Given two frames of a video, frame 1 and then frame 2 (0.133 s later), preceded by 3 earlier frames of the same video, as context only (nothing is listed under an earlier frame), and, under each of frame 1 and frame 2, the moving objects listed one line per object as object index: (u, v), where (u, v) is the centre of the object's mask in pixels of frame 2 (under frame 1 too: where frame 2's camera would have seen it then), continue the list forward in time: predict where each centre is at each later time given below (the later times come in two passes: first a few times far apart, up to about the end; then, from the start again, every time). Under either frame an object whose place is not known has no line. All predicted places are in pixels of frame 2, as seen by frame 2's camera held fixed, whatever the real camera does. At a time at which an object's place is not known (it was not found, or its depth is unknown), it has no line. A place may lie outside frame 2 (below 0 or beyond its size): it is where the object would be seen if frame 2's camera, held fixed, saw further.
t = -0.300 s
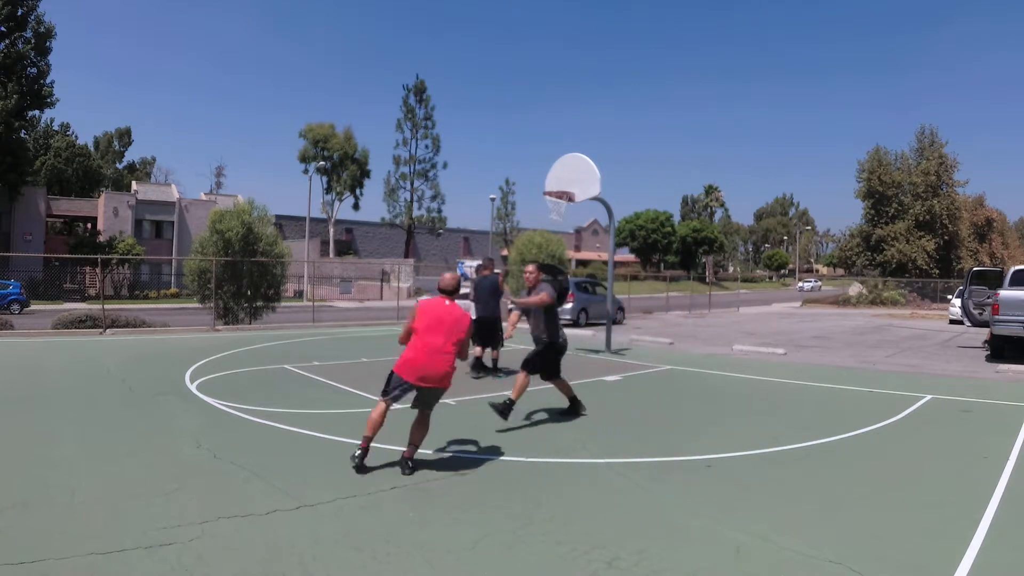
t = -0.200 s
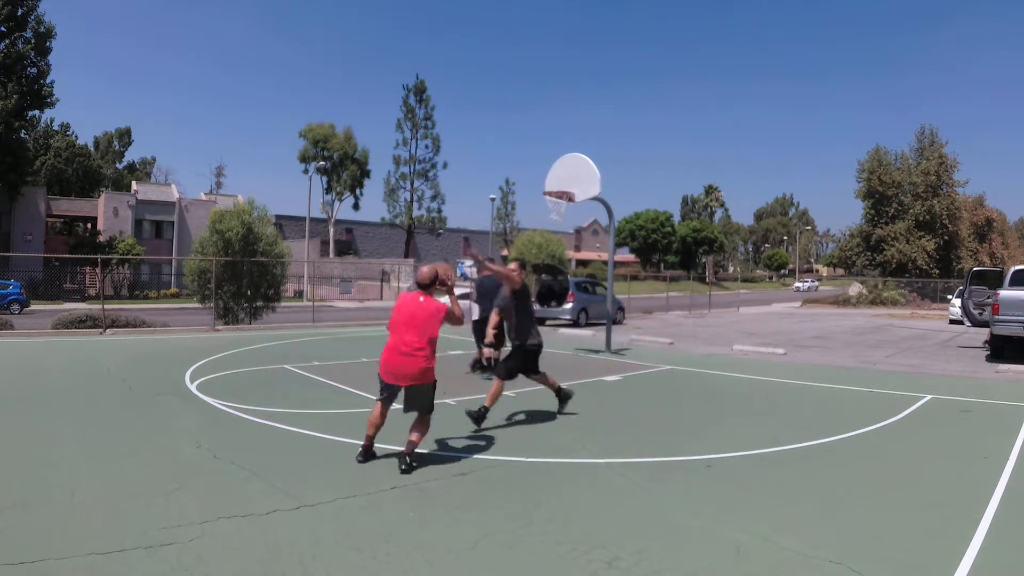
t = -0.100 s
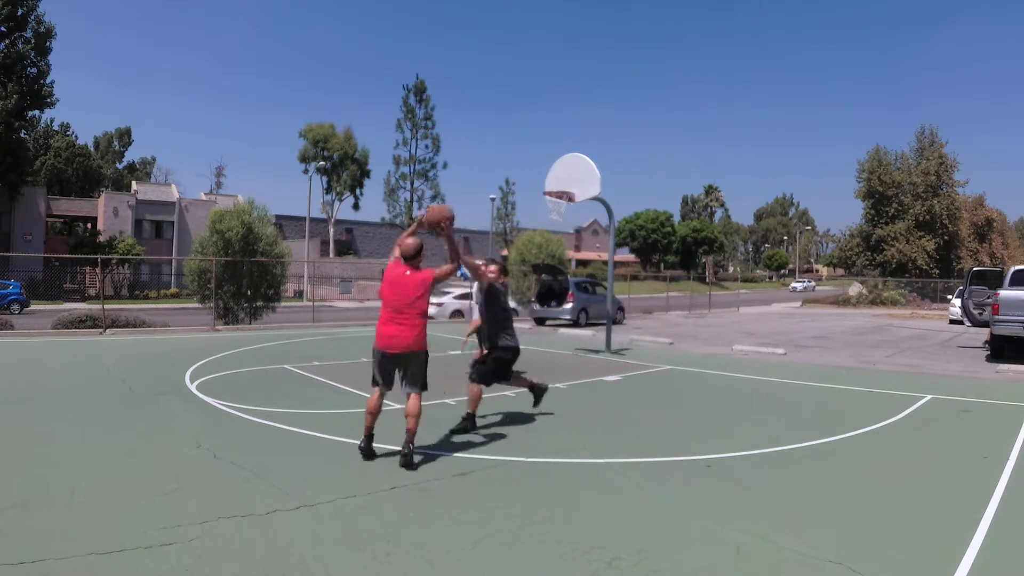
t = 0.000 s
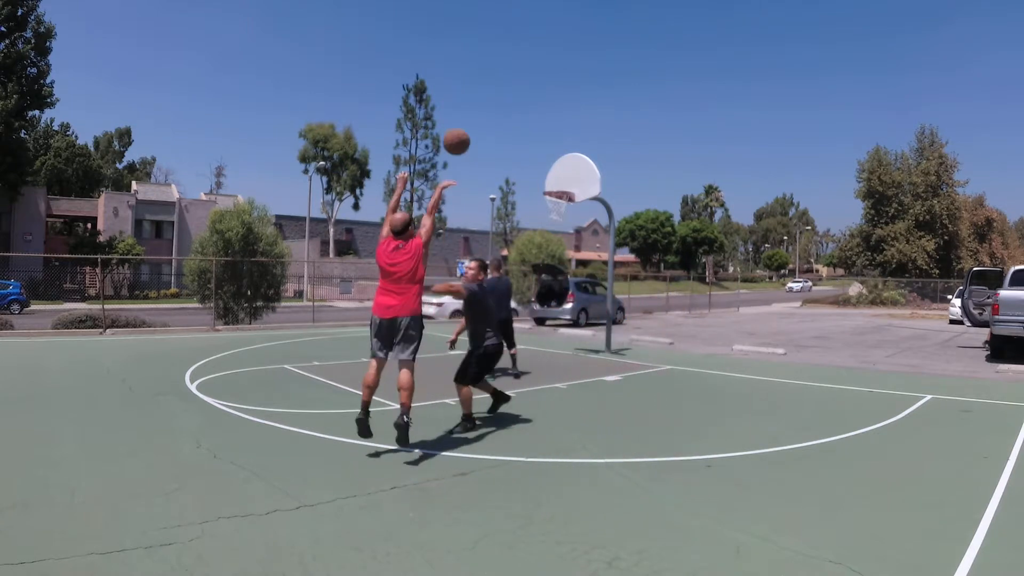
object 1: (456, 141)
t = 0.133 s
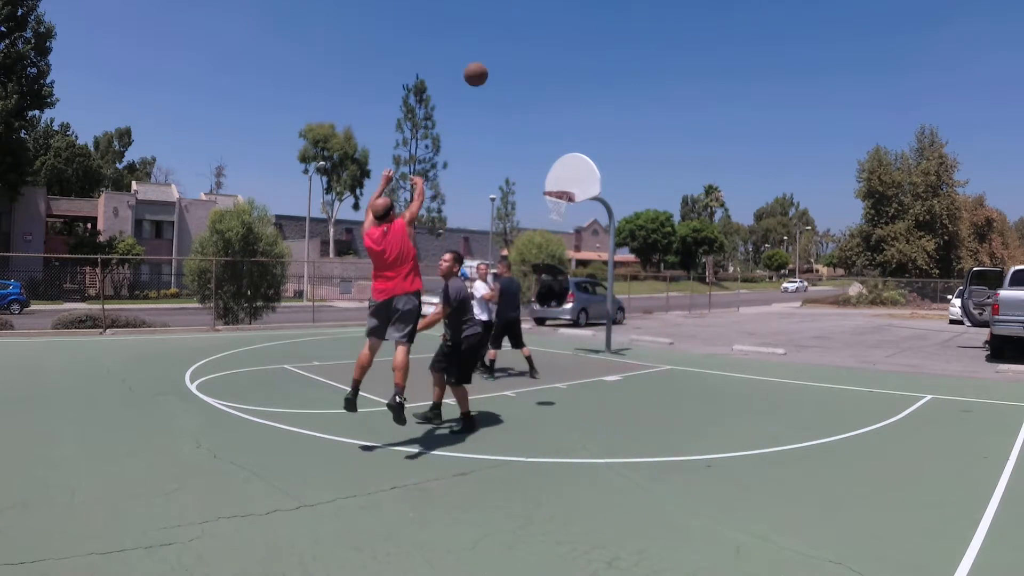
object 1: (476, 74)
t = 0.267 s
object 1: (489, 37)
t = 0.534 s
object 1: (509, 17)
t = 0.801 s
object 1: (522, 46)
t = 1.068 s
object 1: (529, 110)
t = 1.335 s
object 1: (534, 200)
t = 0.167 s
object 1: (479, 62)
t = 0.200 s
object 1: (483, 52)
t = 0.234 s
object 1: (487, 44)
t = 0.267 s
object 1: (489, 37)
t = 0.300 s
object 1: (493, 31)
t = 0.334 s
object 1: (495, 26)
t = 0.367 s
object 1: (498, 22)
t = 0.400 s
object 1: (500, 19)
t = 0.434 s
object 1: (503, 17)
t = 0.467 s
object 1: (505, 16)
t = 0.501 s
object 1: (507, 16)
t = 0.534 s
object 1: (509, 17)
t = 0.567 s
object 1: (512, 18)
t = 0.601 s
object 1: (513, 21)
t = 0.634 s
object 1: (515, 24)
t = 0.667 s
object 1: (516, 27)
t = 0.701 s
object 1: (518, 31)
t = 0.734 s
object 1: (519, 35)
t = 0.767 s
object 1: (520, 40)
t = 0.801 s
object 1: (522, 46)
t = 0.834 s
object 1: (523, 52)
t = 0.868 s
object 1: (524, 59)
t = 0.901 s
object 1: (525, 67)
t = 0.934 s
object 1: (526, 74)
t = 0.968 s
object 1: (527, 83)
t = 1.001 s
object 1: (528, 91)
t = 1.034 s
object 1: (529, 100)
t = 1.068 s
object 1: (529, 110)
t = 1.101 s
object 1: (530, 120)
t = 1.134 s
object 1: (531, 131)
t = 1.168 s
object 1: (531, 142)
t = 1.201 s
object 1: (532, 152)
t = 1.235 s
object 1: (532, 164)
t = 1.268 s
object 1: (533, 176)
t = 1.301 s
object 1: (533, 188)
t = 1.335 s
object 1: (534, 200)
